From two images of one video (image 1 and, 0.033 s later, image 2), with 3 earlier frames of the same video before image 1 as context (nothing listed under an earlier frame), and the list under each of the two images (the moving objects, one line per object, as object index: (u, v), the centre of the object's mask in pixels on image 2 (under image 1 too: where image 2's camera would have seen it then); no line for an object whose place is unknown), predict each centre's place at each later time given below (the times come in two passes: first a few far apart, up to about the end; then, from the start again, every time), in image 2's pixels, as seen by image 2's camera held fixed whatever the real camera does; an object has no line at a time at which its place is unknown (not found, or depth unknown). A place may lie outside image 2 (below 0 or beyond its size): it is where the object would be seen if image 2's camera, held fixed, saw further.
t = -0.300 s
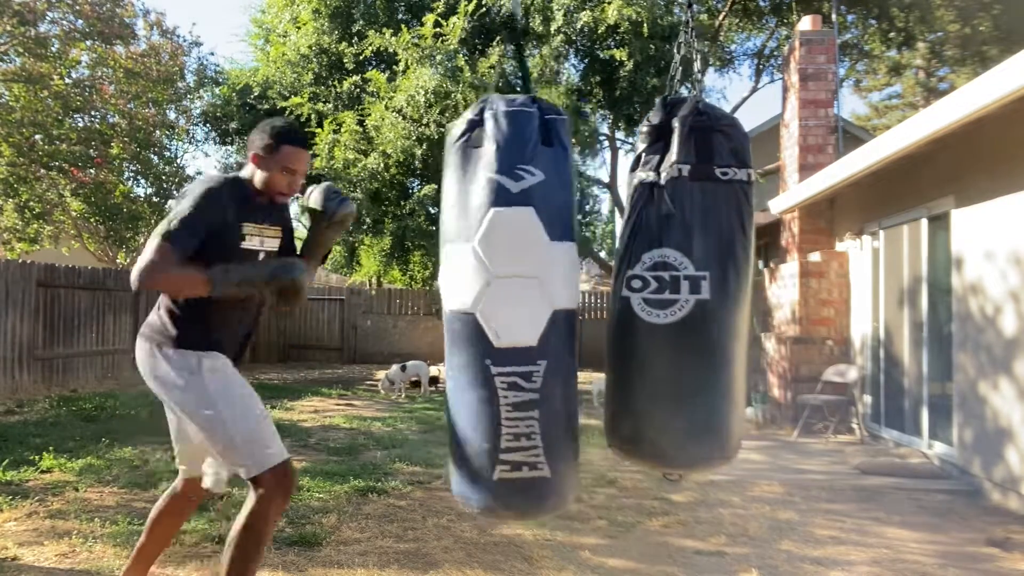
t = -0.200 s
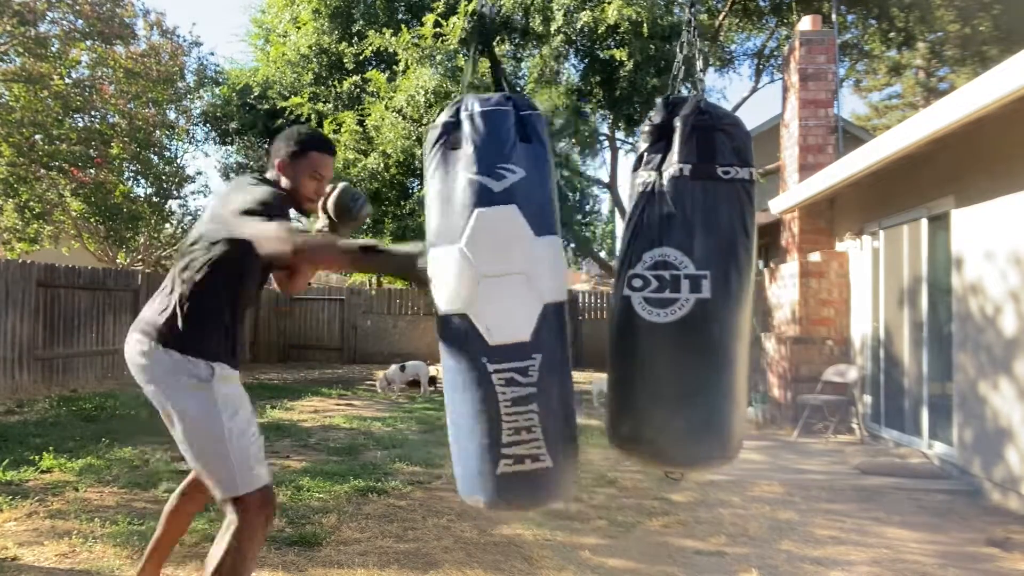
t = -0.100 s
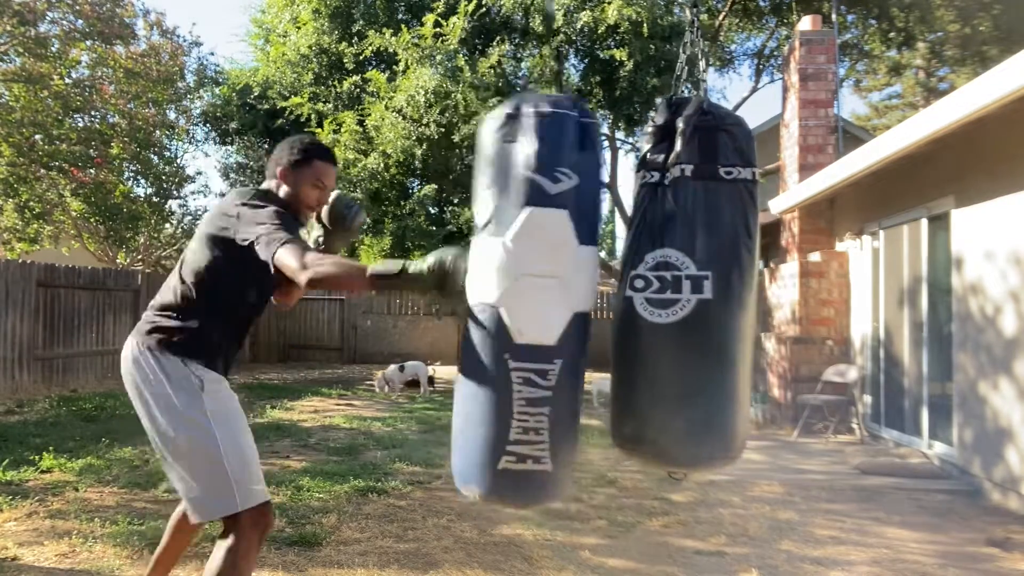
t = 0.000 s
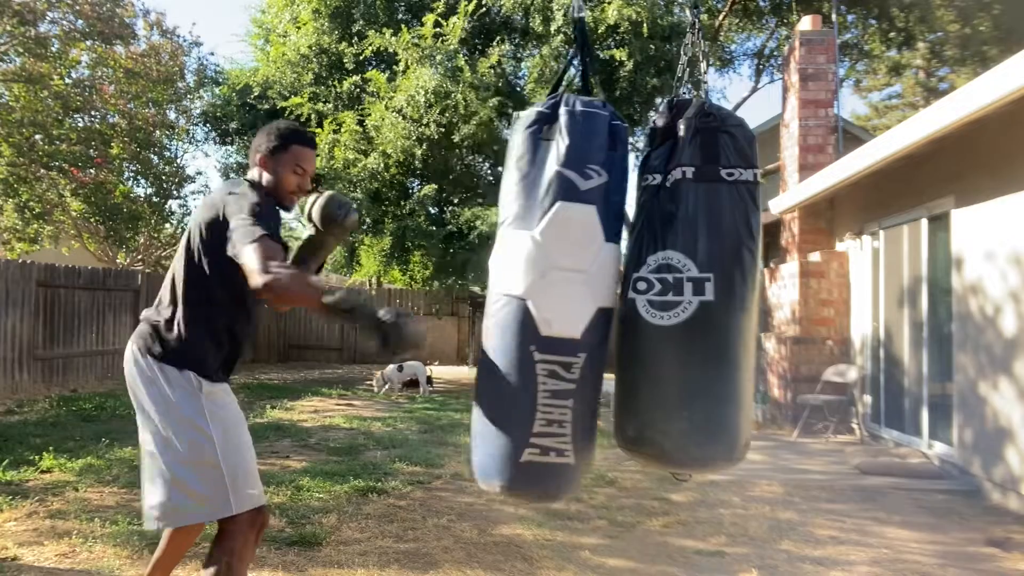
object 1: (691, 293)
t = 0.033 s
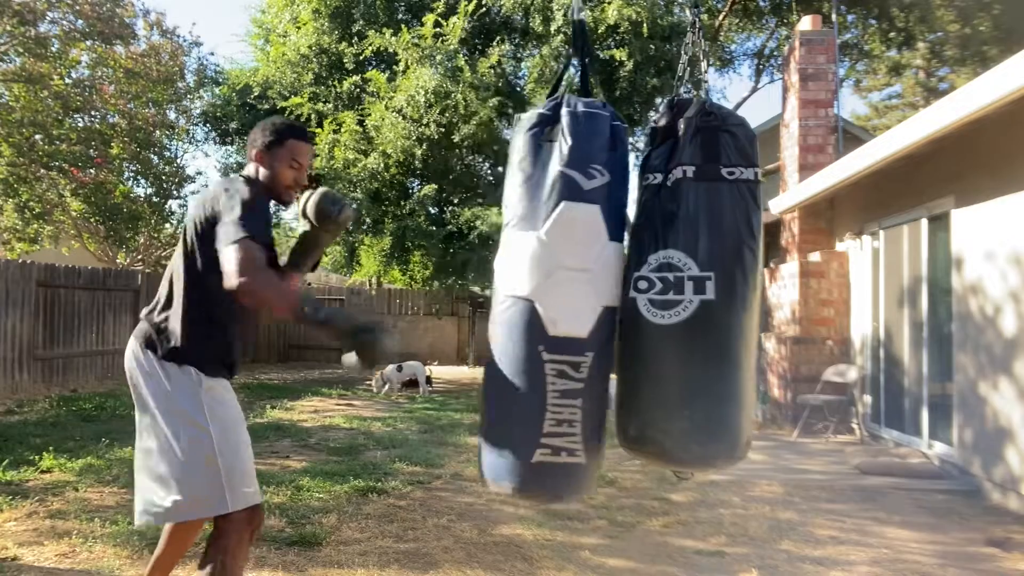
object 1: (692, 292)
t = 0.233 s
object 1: (715, 294)
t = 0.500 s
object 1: (753, 295)
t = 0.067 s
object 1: (693, 291)
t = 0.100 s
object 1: (695, 291)
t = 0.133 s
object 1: (700, 292)
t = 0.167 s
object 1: (705, 293)
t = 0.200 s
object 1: (710, 293)
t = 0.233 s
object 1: (715, 294)
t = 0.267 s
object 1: (720, 293)
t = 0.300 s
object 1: (725, 292)
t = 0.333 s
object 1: (731, 291)
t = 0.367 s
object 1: (735, 291)
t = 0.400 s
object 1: (740, 293)
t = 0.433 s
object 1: (744, 294)
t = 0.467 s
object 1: (748, 295)
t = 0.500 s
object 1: (753, 295)
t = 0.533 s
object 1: (757, 294)
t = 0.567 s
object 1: (760, 293)
